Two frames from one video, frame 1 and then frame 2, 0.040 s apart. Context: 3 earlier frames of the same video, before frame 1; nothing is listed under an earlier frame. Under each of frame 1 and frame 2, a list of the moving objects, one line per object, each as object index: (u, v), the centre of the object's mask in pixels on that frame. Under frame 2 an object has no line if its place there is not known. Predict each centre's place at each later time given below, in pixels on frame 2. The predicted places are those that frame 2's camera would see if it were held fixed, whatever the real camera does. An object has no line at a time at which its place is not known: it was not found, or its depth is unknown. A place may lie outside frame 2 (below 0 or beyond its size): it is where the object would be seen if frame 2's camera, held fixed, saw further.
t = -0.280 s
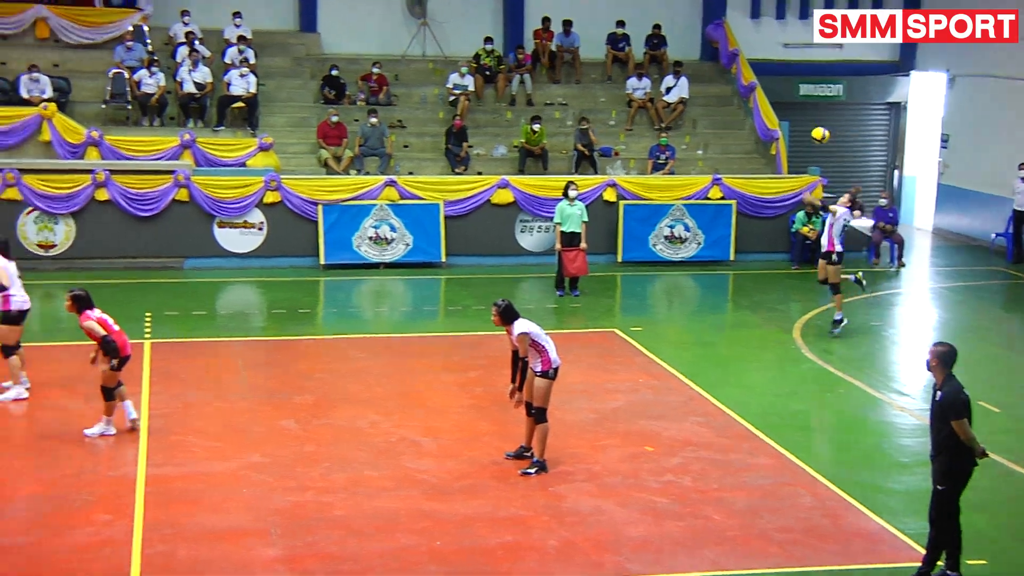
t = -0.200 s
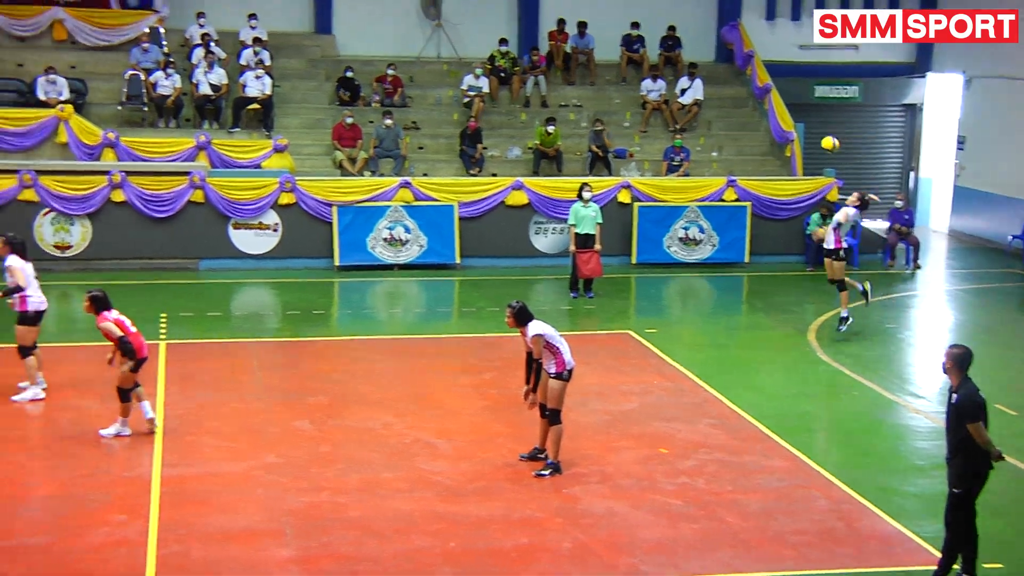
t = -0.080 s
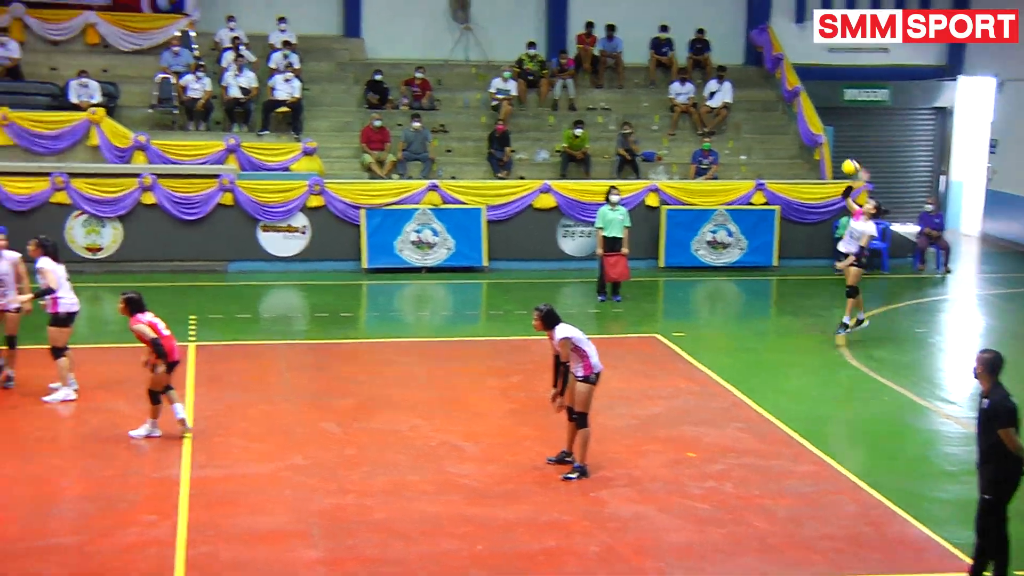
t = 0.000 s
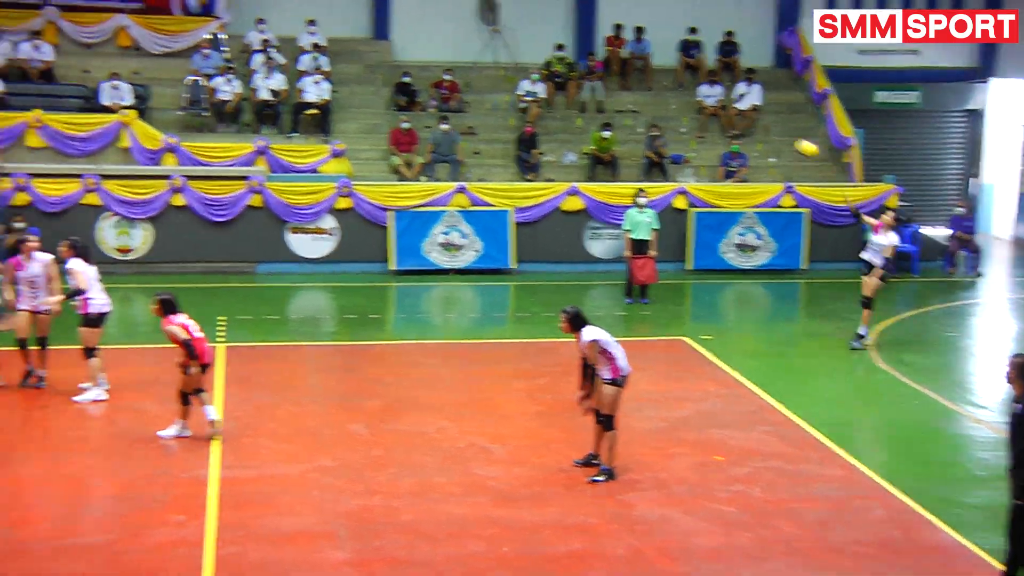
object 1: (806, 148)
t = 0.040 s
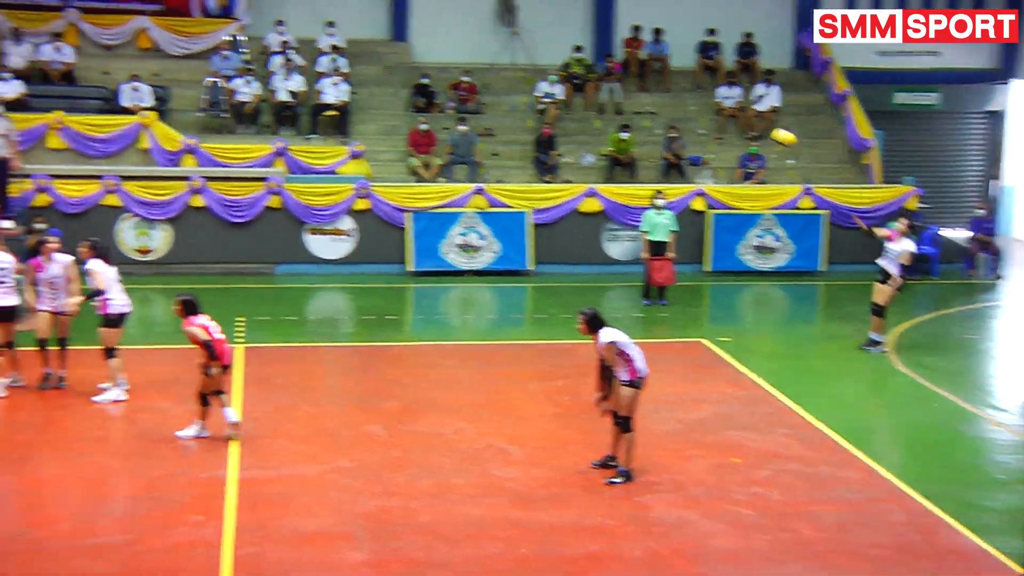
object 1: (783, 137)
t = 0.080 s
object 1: (724, 120)
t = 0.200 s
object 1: (602, 94)
